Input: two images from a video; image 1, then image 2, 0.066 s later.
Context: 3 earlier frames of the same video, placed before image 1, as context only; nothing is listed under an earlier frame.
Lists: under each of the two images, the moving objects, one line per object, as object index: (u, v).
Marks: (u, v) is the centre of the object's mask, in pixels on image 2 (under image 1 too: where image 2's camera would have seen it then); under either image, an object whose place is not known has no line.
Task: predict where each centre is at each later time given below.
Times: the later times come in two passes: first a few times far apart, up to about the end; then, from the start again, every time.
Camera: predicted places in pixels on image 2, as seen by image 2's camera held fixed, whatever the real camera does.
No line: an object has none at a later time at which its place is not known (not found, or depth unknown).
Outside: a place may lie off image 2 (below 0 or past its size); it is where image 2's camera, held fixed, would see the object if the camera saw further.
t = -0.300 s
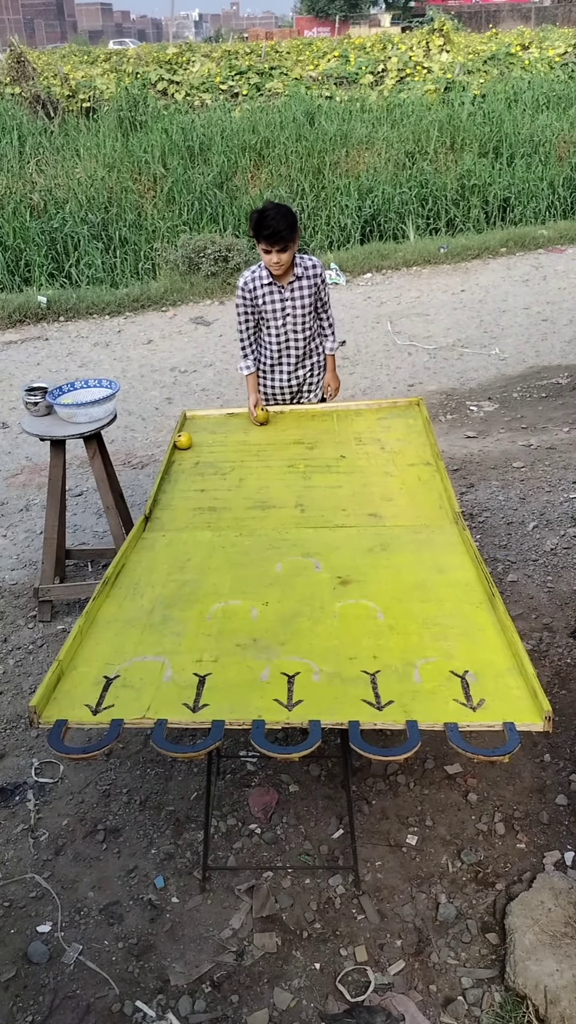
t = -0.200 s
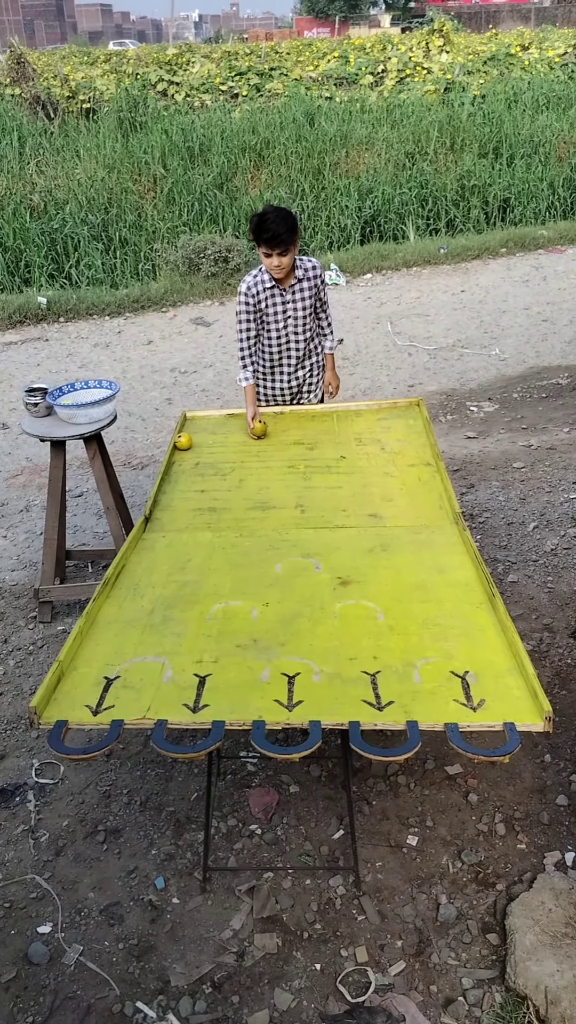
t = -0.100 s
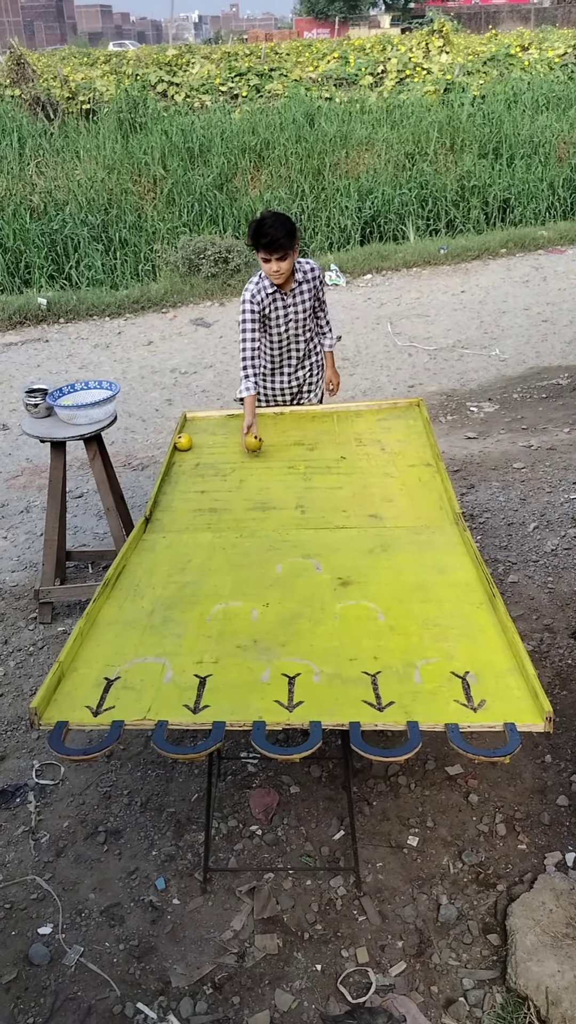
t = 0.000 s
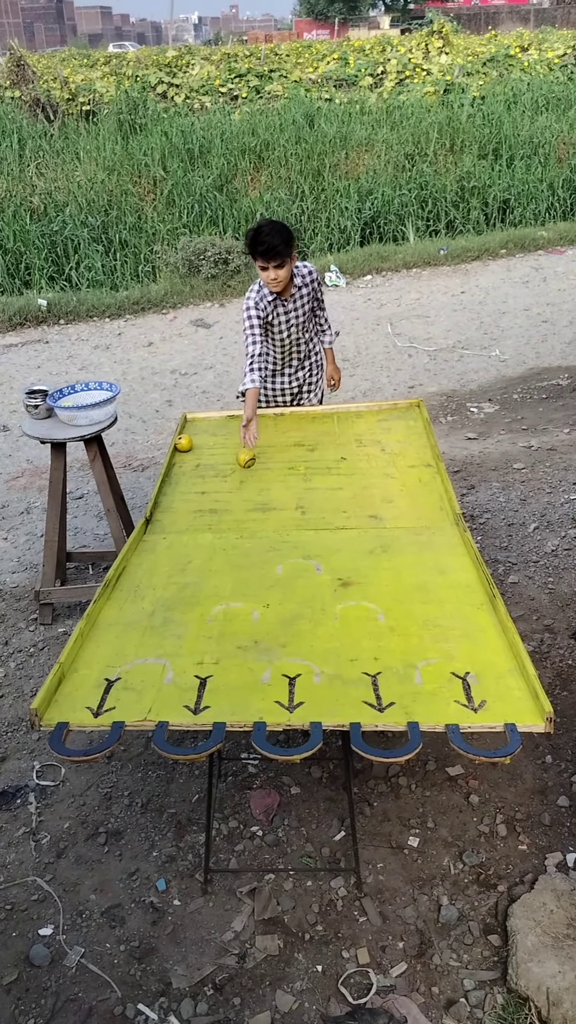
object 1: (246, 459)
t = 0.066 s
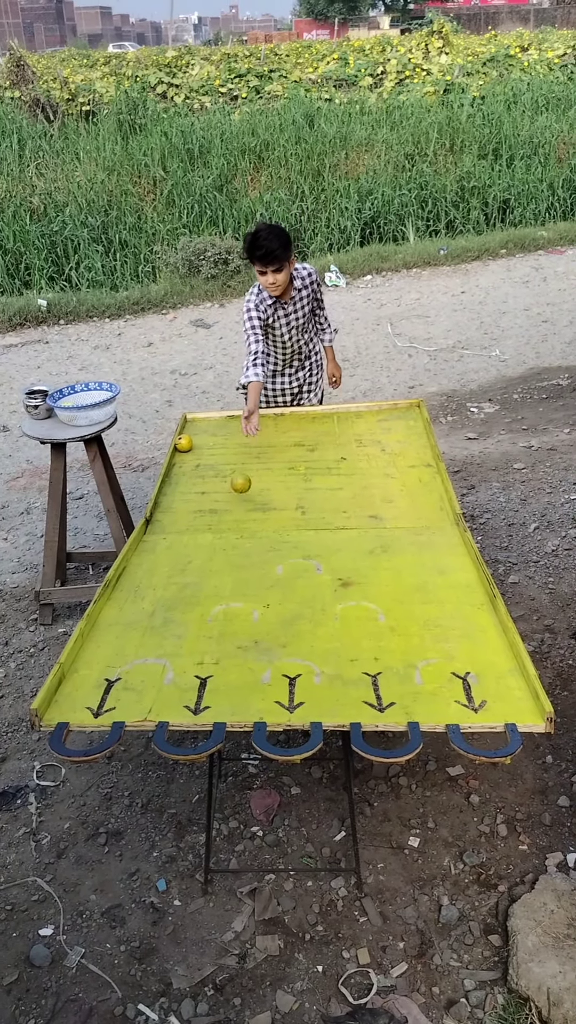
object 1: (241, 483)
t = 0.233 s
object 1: (226, 533)
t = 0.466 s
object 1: (203, 579)
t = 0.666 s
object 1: (180, 623)
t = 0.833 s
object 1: (159, 651)
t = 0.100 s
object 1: (238, 501)
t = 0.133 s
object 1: (236, 520)
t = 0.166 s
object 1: (233, 521)
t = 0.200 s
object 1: (230, 526)
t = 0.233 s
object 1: (226, 533)
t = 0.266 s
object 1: (223, 544)
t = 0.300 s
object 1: (220, 549)
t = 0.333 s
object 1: (216, 551)
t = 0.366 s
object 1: (213, 558)
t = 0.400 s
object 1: (210, 569)
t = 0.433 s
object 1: (206, 576)
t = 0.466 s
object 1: (203, 579)
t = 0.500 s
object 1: (199, 585)
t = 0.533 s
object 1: (195, 595)
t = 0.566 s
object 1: (191, 600)
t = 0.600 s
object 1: (187, 606)
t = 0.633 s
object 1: (183, 613)
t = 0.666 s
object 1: (180, 623)
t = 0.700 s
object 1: (176, 626)
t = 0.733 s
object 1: (171, 635)
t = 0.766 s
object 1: (167, 640)
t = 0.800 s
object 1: (163, 646)
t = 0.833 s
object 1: (159, 651)
